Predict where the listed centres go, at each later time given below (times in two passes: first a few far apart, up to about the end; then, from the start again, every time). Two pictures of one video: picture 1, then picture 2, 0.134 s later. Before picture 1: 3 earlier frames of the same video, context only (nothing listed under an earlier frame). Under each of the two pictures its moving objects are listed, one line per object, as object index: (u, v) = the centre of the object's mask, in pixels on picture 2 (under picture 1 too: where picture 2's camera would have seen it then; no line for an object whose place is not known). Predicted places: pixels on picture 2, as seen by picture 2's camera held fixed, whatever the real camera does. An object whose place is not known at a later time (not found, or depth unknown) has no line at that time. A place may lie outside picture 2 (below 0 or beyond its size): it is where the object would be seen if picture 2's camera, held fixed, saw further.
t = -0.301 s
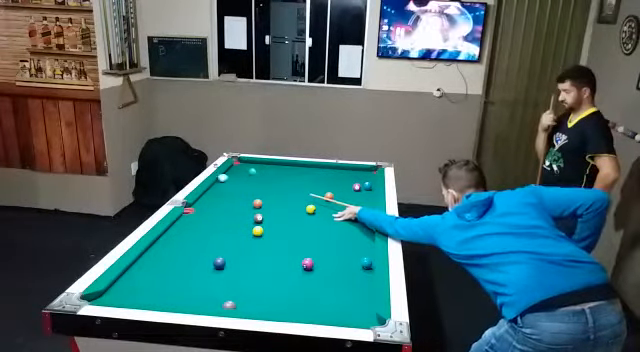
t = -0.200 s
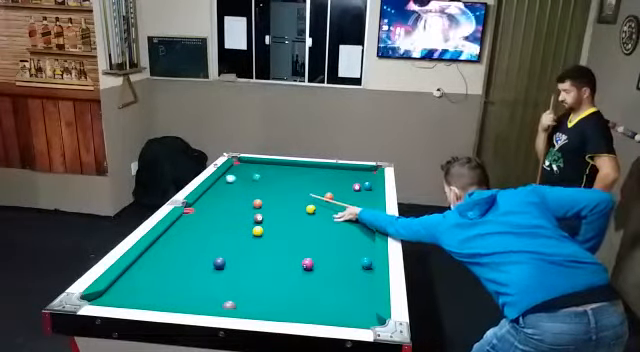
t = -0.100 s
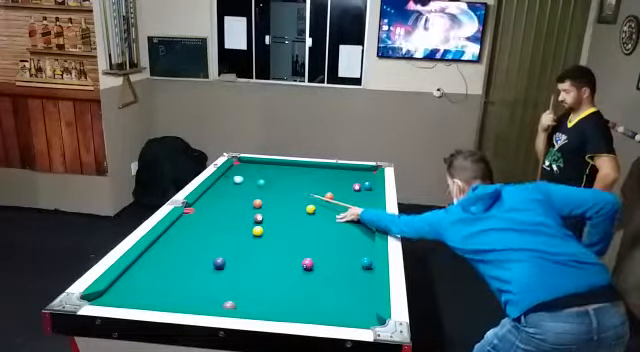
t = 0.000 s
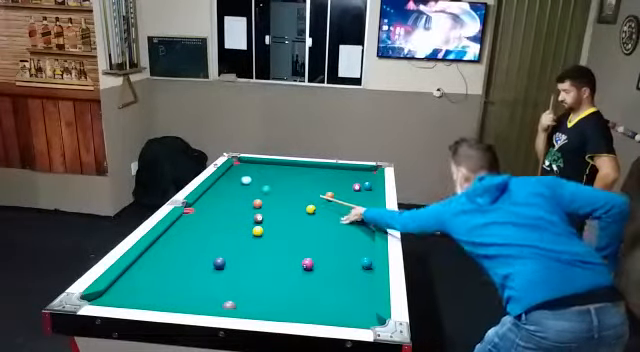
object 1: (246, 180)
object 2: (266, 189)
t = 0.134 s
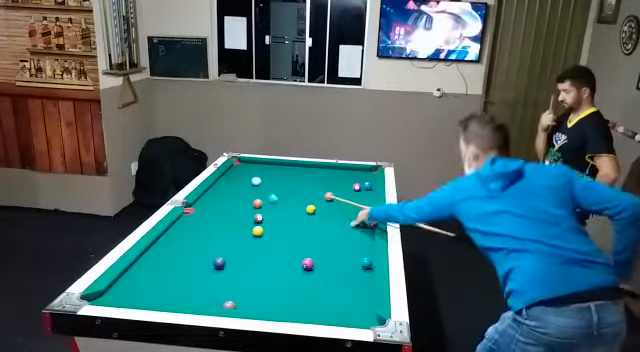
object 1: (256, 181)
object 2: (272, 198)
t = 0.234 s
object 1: (263, 181)
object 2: (278, 206)
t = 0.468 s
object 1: (279, 183)
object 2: (292, 225)
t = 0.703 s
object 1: (295, 185)
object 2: (309, 247)
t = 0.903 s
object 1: (307, 185)
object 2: (326, 272)
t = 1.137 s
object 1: (320, 187)
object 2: (349, 304)
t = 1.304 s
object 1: (329, 187)
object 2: (370, 318)
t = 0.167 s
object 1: (258, 181)
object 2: (274, 201)
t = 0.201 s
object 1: (261, 181)
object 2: (275, 203)
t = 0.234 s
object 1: (263, 181)
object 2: (278, 206)
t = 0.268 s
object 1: (265, 182)
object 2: (280, 209)
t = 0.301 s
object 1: (268, 182)
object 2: (281, 212)
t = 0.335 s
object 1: (270, 182)
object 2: (283, 214)
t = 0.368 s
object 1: (272, 182)
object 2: (286, 217)
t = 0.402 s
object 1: (275, 183)
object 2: (288, 220)
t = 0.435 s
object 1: (277, 183)
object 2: (291, 222)
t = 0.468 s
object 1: (279, 183)
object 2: (292, 225)
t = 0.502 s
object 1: (281, 183)
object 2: (295, 228)
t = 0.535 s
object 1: (283, 183)
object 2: (296, 232)
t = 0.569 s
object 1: (286, 183)
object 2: (299, 235)
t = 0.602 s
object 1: (288, 184)
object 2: (301, 237)
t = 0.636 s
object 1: (290, 184)
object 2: (303, 242)
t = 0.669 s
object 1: (292, 184)
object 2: (306, 245)
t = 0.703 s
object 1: (295, 185)
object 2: (309, 247)
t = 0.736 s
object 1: (297, 185)
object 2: (311, 251)
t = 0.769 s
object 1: (299, 185)
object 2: (314, 256)
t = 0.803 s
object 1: (301, 185)
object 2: (317, 258)
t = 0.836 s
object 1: (303, 185)
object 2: (321, 262)
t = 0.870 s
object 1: (305, 185)
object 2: (324, 268)
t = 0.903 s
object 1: (307, 185)
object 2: (326, 272)
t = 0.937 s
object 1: (309, 186)
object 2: (329, 276)
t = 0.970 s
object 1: (311, 186)
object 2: (332, 280)
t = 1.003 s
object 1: (313, 186)
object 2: (336, 285)
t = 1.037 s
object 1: (315, 186)
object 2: (339, 290)
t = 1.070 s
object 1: (316, 186)
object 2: (343, 295)
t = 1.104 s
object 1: (319, 187)
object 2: (346, 299)
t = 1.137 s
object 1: (320, 187)
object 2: (349, 304)
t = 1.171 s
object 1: (322, 187)
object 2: (353, 310)
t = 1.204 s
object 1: (324, 187)
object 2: (358, 313)
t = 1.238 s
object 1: (326, 188)
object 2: (362, 316)
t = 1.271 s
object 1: (327, 187)
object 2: (368, 318)
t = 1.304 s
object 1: (329, 187)
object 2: (370, 318)
